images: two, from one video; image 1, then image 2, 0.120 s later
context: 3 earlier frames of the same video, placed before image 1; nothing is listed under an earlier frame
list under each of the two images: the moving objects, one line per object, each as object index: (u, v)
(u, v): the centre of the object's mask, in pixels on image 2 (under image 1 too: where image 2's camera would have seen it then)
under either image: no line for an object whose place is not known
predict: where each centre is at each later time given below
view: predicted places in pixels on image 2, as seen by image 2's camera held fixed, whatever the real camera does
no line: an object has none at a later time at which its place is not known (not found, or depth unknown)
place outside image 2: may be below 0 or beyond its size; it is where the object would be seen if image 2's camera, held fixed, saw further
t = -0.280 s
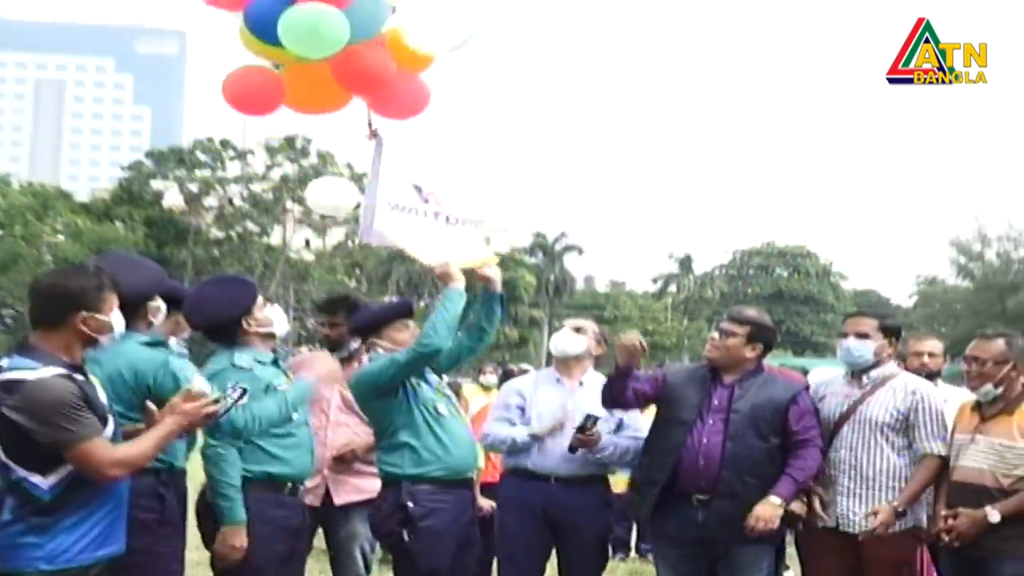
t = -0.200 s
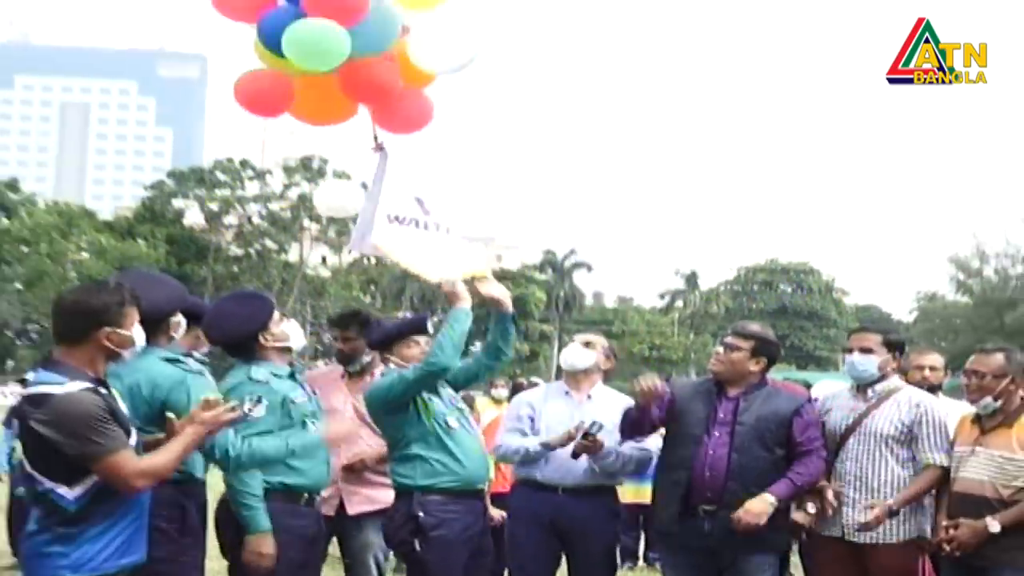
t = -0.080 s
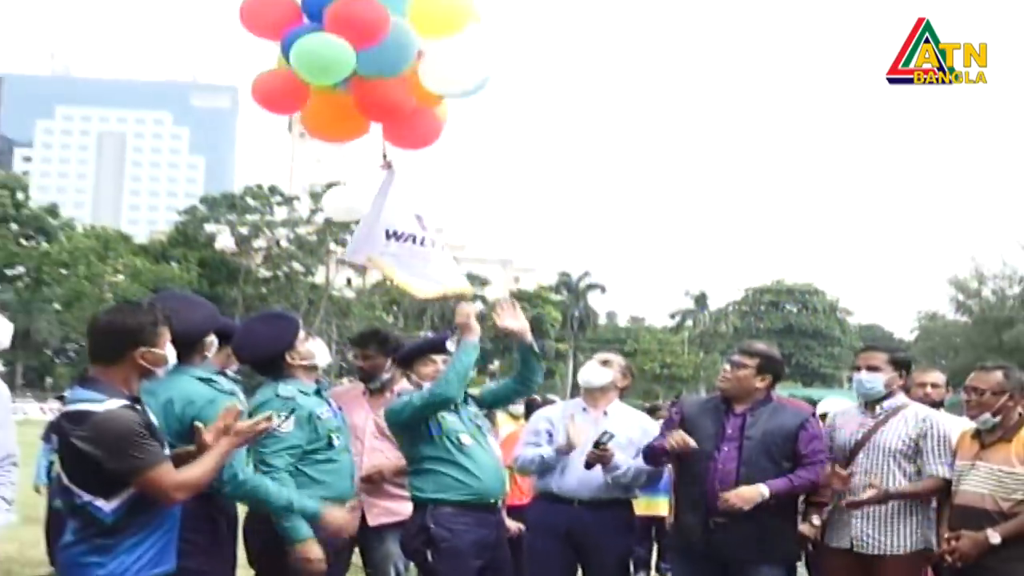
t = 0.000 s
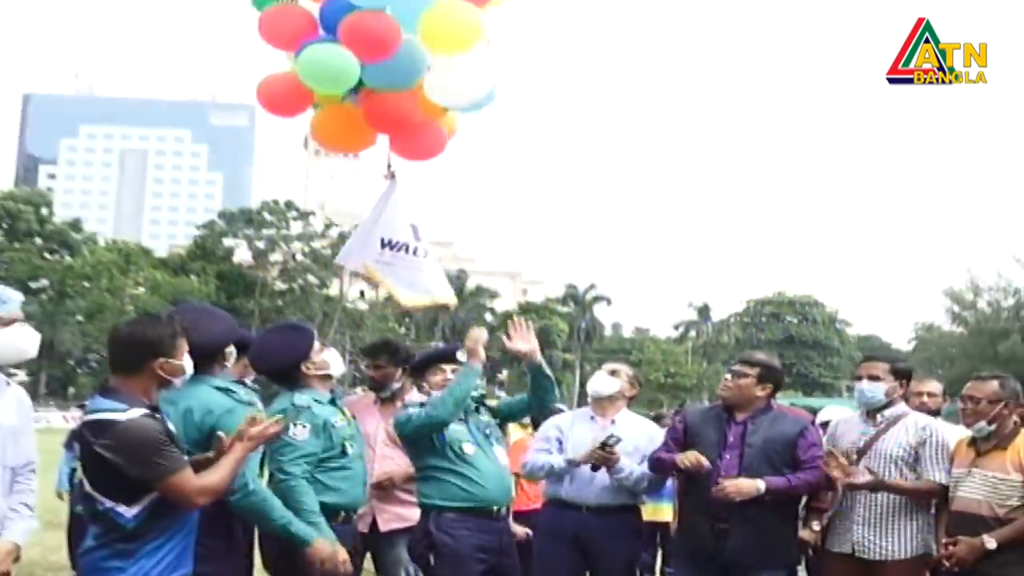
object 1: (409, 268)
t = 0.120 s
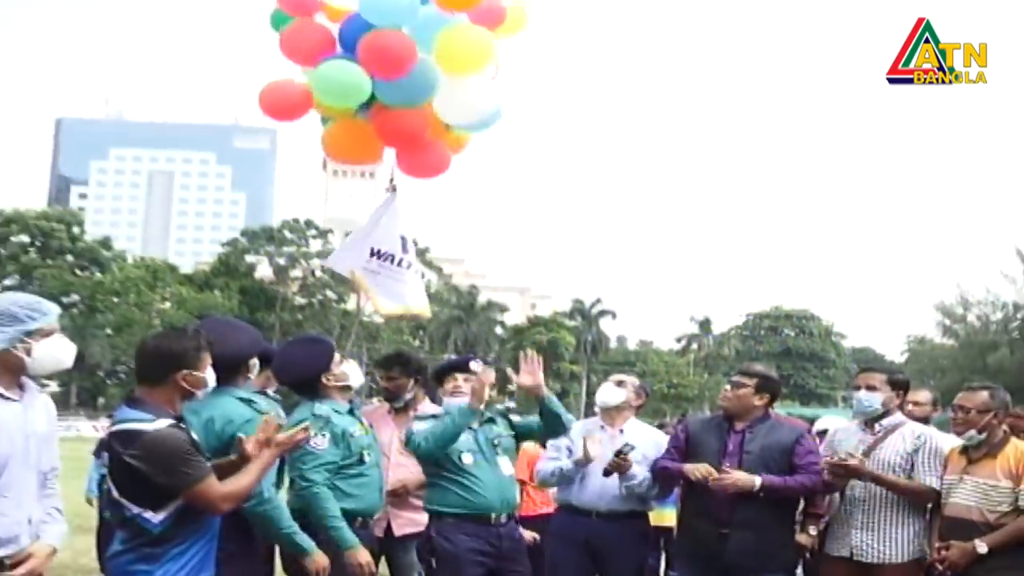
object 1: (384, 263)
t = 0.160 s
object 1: (376, 262)
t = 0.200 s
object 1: (369, 260)
